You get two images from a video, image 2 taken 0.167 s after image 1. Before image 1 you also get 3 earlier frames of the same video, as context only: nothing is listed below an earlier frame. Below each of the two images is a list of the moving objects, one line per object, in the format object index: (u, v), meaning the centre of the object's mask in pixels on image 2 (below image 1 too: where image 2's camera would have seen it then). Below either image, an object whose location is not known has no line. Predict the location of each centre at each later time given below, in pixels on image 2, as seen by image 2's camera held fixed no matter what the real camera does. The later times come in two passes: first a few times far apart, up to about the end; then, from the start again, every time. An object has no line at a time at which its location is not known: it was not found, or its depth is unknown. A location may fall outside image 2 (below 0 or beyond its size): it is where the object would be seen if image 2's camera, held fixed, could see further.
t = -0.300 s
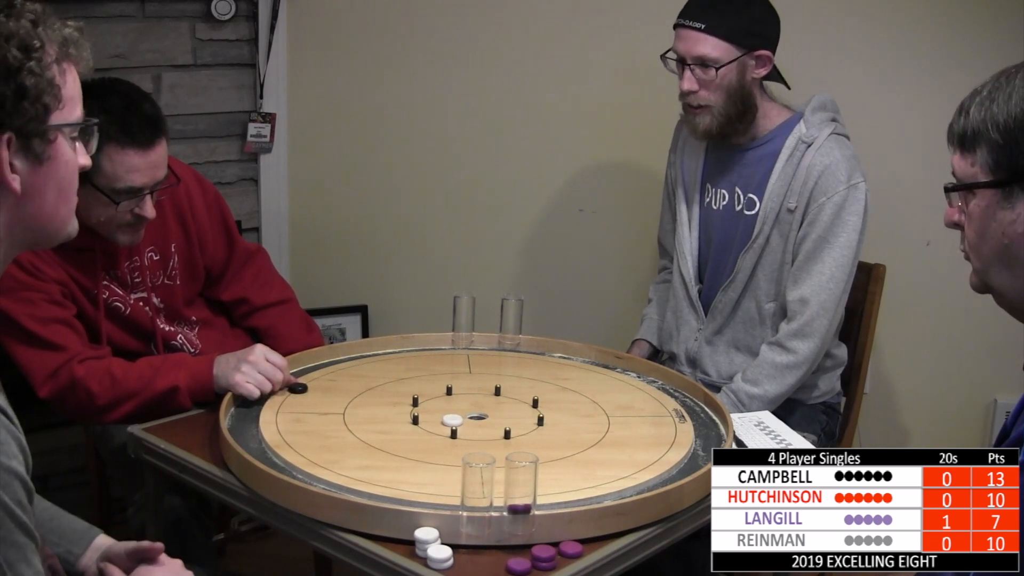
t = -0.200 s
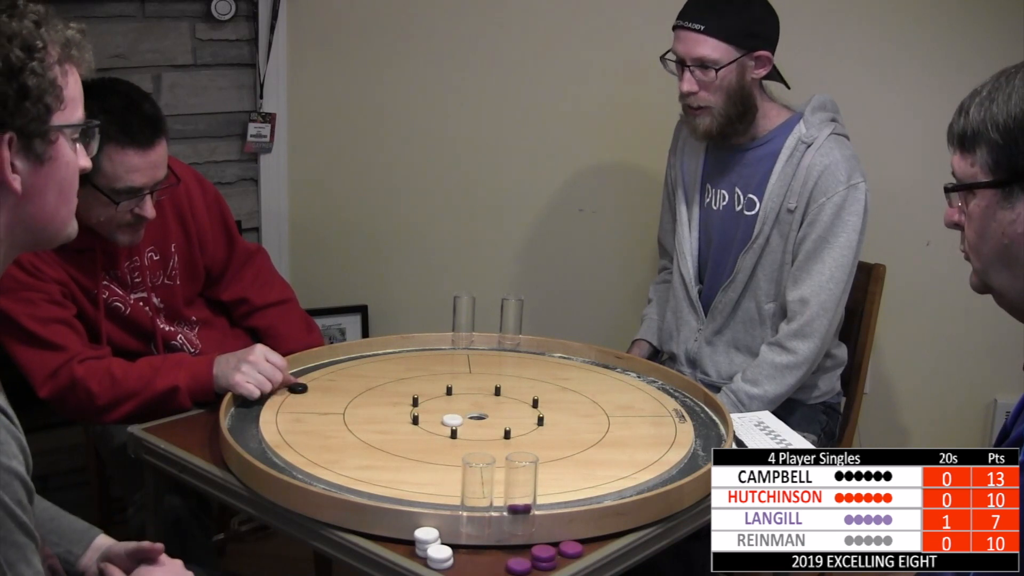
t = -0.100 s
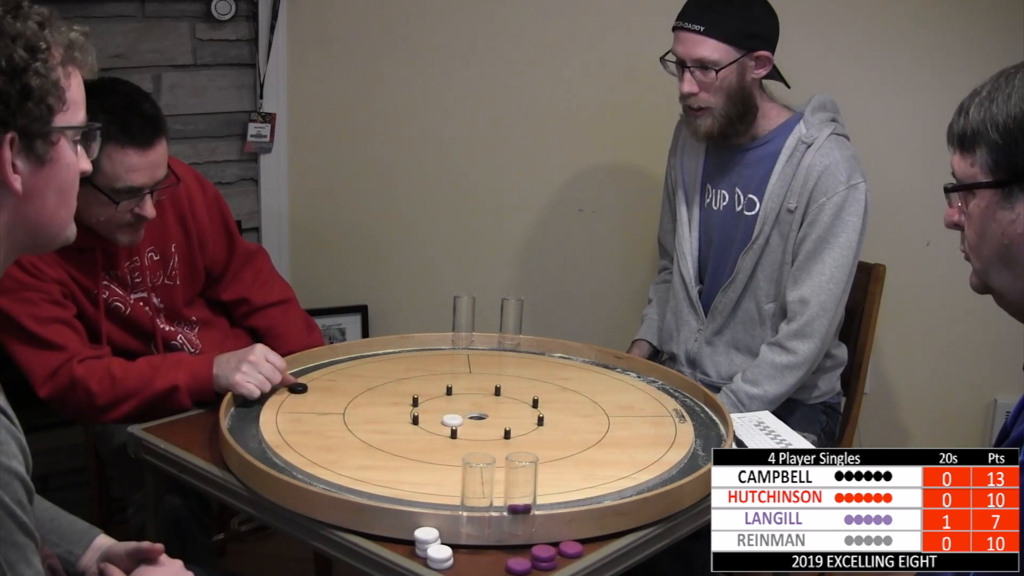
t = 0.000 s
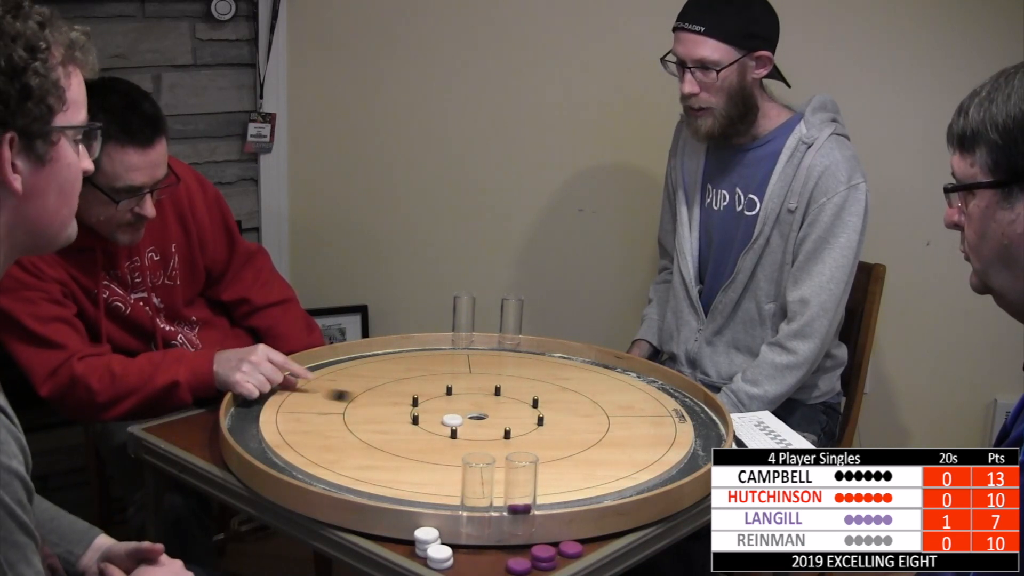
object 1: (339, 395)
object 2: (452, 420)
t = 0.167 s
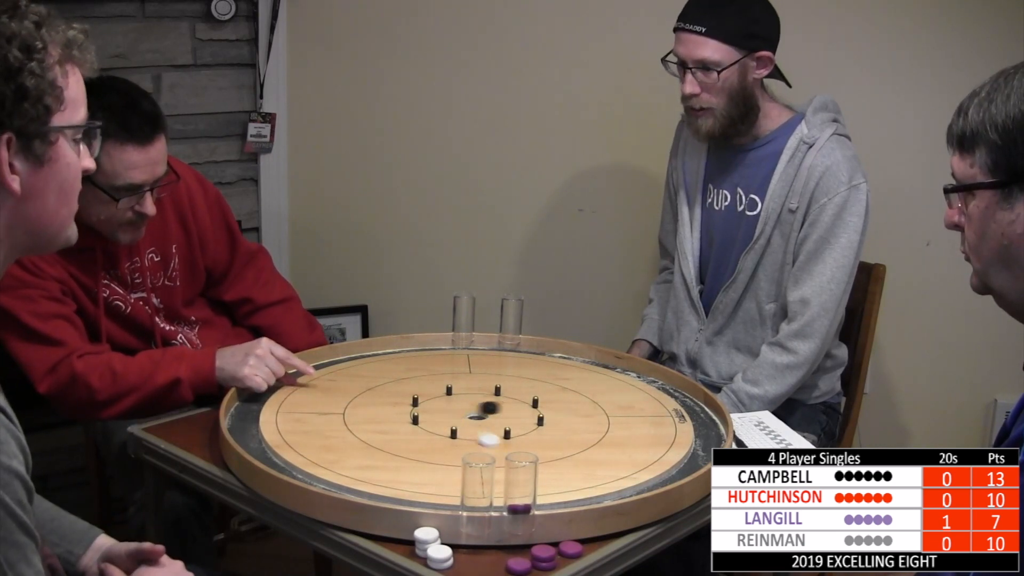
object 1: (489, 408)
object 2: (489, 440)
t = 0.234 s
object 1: (520, 404)
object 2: (520, 456)
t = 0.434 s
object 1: (460, 399)
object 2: (606, 501)
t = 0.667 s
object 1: (471, 414)
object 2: (607, 500)
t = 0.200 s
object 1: (507, 406)
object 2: (504, 448)
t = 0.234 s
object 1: (520, 404)
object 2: (520, 456)
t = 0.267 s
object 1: (506, 402)
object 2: (542, 464)
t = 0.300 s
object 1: (492, 400)
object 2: (550, 473)
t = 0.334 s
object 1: (479, 398)
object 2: (566, 481)
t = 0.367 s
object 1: (467, 397)
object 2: (581, 488)
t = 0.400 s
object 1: (458, 396)
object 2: (595, 496)
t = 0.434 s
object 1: (460, 399)
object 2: (606, 501)
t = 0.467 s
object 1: (462, 402)
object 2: (604, 499)
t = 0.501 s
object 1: (464, 405)
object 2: (606, 499)
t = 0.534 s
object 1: (465, 407)
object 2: (610, 500)
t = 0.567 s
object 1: (467, 409)
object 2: (608, 501)
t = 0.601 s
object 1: (468, 411)
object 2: (609, 501)
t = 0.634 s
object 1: (469, 413)
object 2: (608, 500)
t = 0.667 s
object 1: (471, 414)
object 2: (607, 500)
